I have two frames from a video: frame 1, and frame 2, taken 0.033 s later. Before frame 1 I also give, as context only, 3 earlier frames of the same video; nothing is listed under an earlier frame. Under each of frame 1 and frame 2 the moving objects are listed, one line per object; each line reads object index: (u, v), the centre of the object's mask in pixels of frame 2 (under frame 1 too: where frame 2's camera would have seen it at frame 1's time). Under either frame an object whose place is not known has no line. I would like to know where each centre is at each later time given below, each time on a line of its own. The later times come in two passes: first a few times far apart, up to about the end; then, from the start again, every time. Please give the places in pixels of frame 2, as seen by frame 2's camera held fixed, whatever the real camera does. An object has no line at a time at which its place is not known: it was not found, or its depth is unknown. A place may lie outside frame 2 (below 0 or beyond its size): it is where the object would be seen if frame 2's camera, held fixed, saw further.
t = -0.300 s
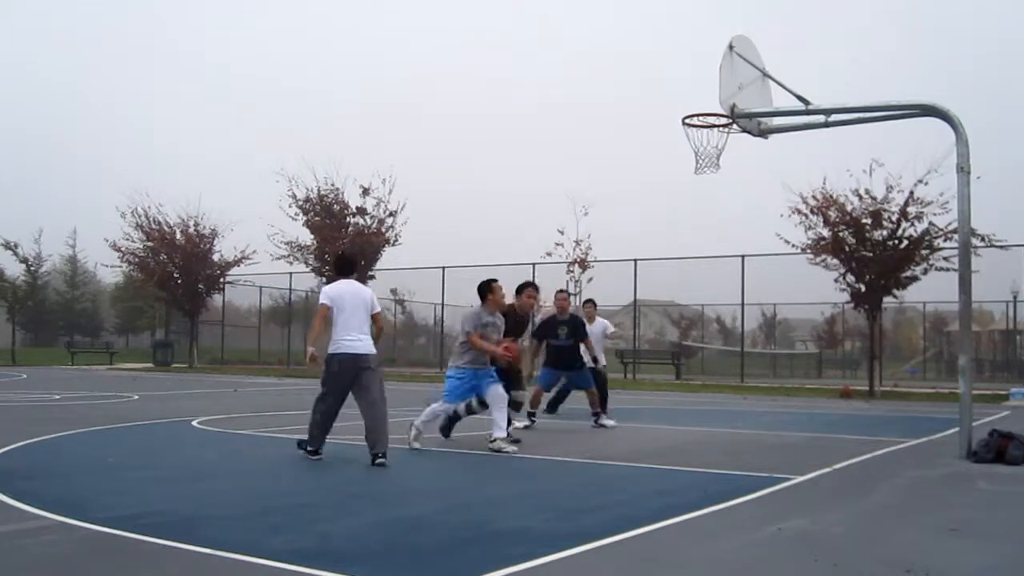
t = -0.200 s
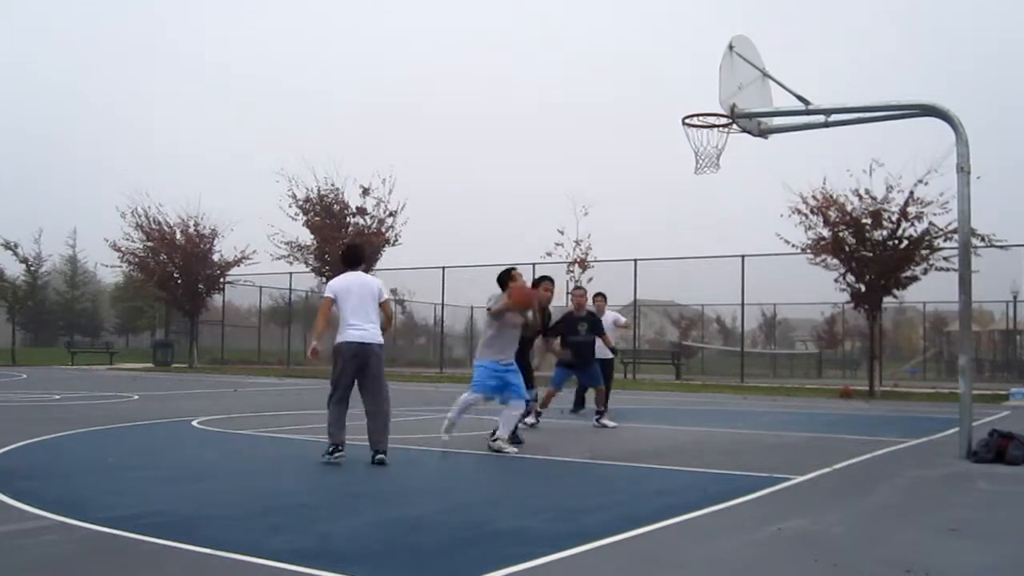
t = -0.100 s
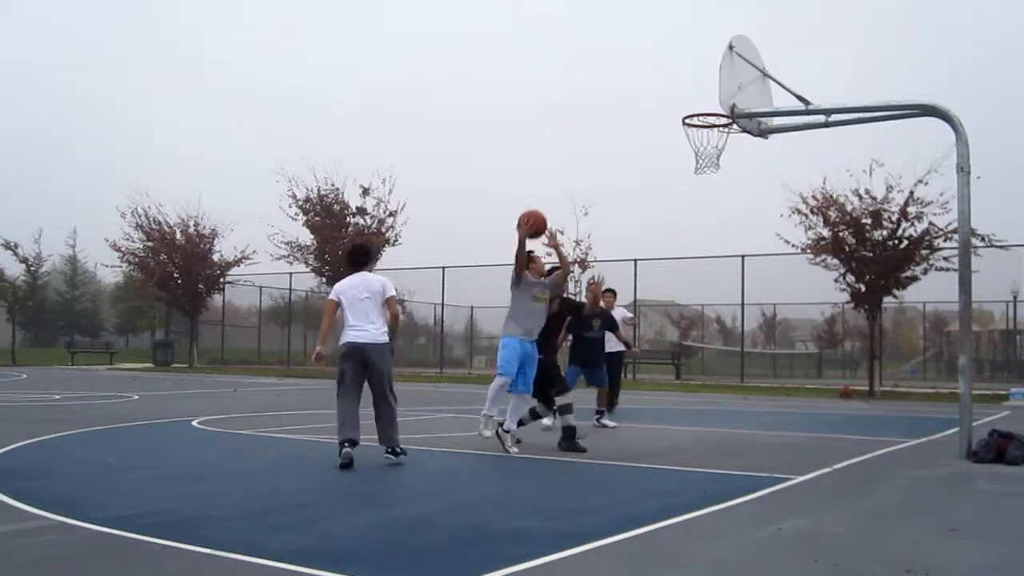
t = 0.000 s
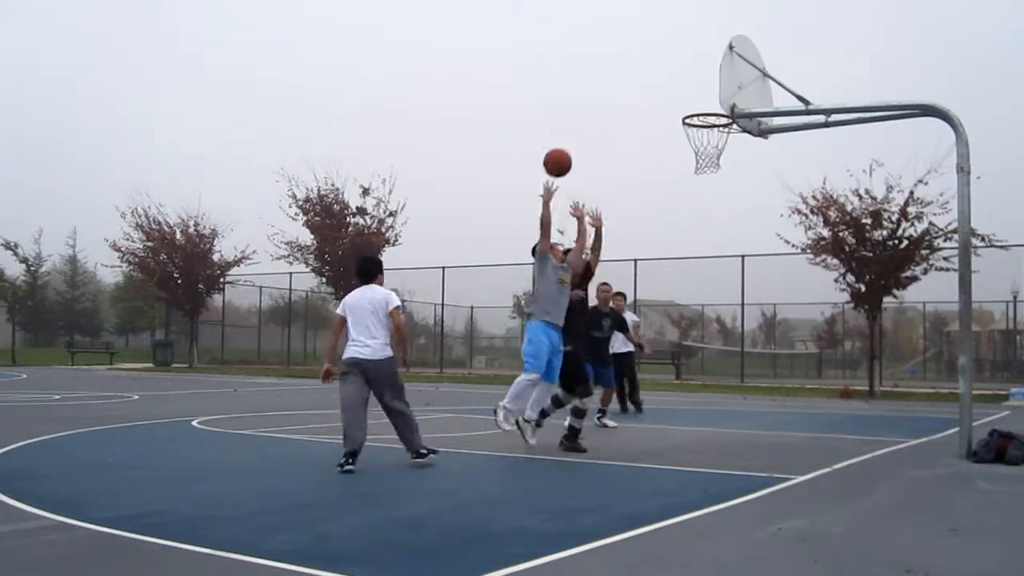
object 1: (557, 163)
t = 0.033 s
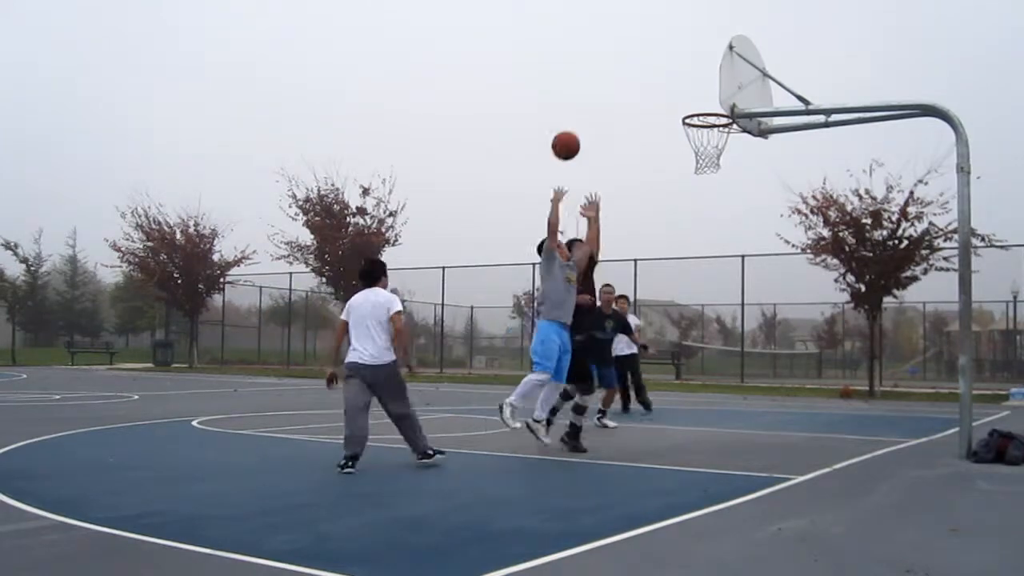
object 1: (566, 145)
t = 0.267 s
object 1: (620, 66)
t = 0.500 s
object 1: (670, 50)
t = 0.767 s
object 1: (716, 105)
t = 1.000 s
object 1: (694, 114)
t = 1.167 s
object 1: (672, 154)
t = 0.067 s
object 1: (574, 130)
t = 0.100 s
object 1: (582, 115)
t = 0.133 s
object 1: (590, 103)
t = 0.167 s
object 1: (598, 91)
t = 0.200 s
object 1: (605, 82)
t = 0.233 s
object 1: (613, 73)
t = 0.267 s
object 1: (620, 66)
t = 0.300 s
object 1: (628, 60)
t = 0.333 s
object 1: (635, 55)
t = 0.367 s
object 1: (642, 52)
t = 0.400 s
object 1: (649, 50)
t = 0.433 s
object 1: (656, 49)
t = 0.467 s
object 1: (663, 49)
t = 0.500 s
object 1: (670, 50)
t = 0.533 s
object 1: (676, 53)
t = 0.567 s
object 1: (683, 57)
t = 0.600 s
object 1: (690, 62)
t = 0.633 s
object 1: (696, 68)
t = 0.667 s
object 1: (702, 75)
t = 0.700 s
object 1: (708, 84)
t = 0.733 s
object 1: (711, 93)
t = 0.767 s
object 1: (716, 105)
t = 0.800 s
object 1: (716, 106)
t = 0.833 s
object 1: (713, 104)
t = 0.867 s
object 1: (710, 104)
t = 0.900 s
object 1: (708, 104)
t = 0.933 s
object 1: (703, 106)
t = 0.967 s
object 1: (699, 109)
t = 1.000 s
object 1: (694, 114)
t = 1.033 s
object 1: (690, 119)
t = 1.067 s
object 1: (686, 126)
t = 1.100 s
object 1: (681, 134)
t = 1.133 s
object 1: (677, 143)
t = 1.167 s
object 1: (672, 154)
